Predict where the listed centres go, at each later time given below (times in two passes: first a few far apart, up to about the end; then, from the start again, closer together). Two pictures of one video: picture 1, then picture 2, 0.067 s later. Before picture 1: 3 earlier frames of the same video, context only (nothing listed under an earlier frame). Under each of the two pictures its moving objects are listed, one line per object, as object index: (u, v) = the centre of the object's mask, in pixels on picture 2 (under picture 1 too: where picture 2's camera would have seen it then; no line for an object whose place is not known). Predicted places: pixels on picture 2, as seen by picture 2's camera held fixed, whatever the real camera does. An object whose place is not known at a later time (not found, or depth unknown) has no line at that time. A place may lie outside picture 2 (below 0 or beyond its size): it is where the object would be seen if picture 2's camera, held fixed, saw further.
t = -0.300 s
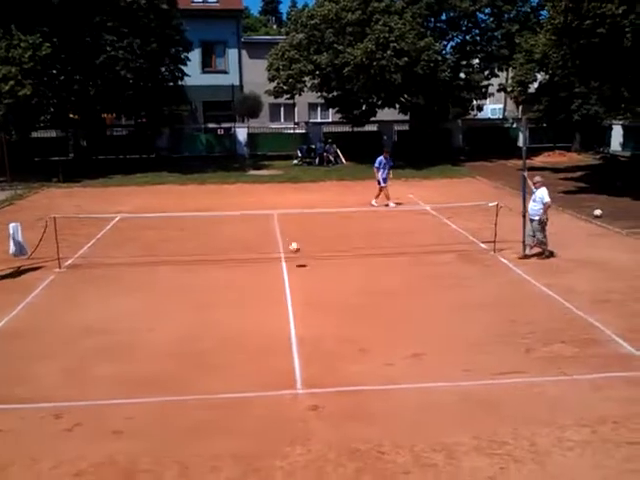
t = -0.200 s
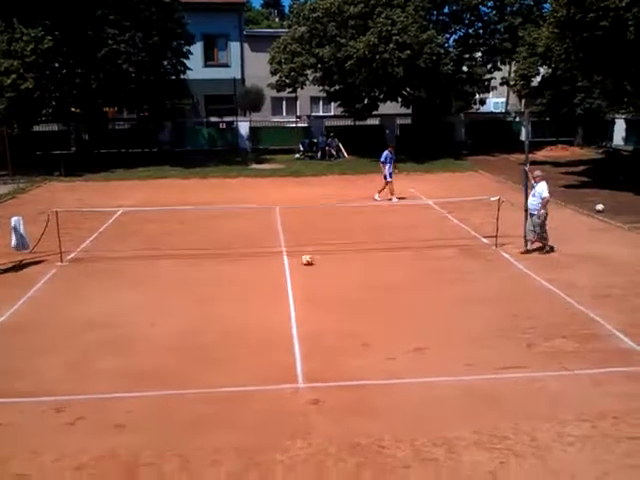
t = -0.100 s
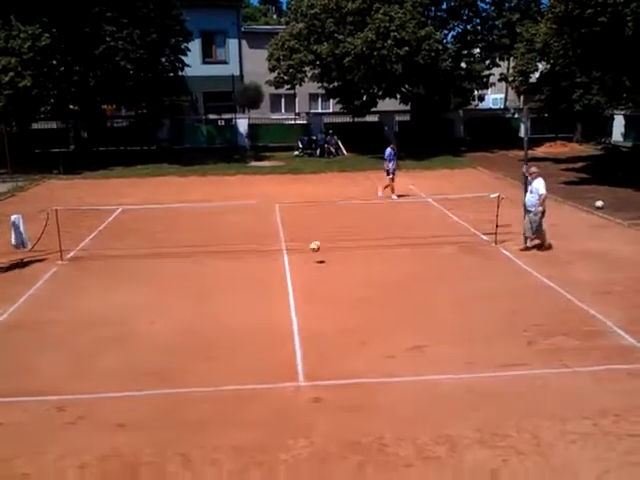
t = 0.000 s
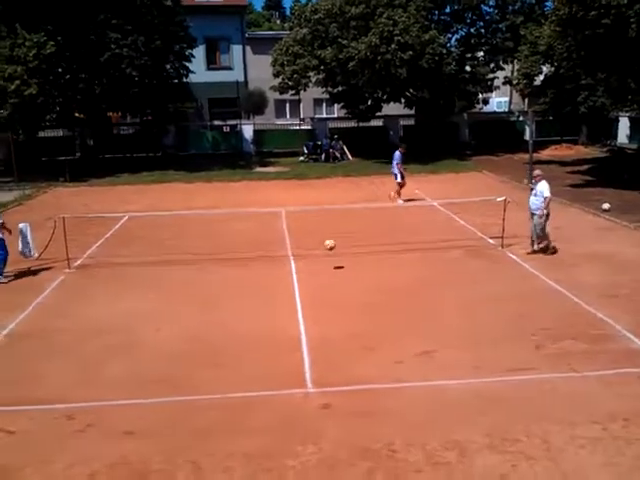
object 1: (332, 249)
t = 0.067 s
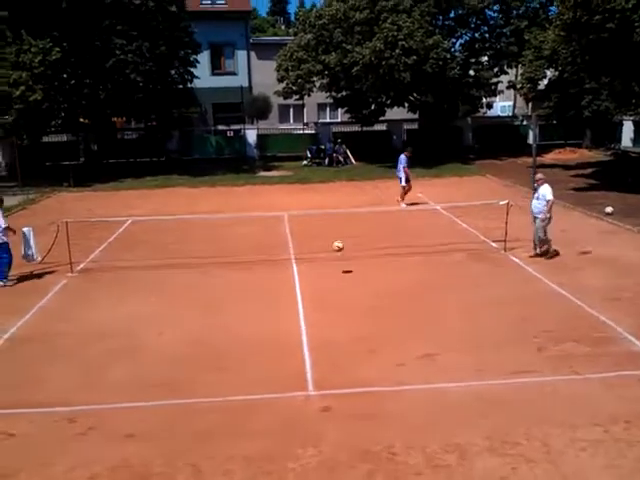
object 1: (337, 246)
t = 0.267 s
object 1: (355, 253)
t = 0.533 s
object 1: (380, 264)
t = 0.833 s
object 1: (408, 262)
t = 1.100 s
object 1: (434, 272)
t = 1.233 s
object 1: (448, 270)
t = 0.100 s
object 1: (341, 246)
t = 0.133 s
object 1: (343, 245)
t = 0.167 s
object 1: (348, 247)
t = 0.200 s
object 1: (350, 248)
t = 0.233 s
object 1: (353, 250)
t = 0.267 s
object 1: (355, 253)
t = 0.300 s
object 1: (359, 256)
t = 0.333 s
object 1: (362, 260)
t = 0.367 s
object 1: (365, 264)
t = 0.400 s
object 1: (369, 270)
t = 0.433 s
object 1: (371, 275)
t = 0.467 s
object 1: (375, 271)
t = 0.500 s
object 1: (377, 267)
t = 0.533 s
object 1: (380, 264)
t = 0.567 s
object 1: (383, 261)
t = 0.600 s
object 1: (387, 260)
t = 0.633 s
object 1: (389, 258)
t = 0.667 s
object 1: (392, 258)
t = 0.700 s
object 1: (395, 258)
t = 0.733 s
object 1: (398, 257)
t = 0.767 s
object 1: (402, 258)
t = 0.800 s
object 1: (405, 260)
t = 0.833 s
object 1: (408, 262)
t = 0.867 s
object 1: (412, 265)
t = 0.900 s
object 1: (415, 268)
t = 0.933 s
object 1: (417, 272)
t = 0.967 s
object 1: (421, 277)
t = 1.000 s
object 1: (424, 280)
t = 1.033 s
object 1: (427, 277)
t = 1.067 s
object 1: (431, 274)
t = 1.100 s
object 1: (434, 272)
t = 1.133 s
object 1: (437, 271)
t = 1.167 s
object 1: (440, 270)
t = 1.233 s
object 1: (448, 270)
